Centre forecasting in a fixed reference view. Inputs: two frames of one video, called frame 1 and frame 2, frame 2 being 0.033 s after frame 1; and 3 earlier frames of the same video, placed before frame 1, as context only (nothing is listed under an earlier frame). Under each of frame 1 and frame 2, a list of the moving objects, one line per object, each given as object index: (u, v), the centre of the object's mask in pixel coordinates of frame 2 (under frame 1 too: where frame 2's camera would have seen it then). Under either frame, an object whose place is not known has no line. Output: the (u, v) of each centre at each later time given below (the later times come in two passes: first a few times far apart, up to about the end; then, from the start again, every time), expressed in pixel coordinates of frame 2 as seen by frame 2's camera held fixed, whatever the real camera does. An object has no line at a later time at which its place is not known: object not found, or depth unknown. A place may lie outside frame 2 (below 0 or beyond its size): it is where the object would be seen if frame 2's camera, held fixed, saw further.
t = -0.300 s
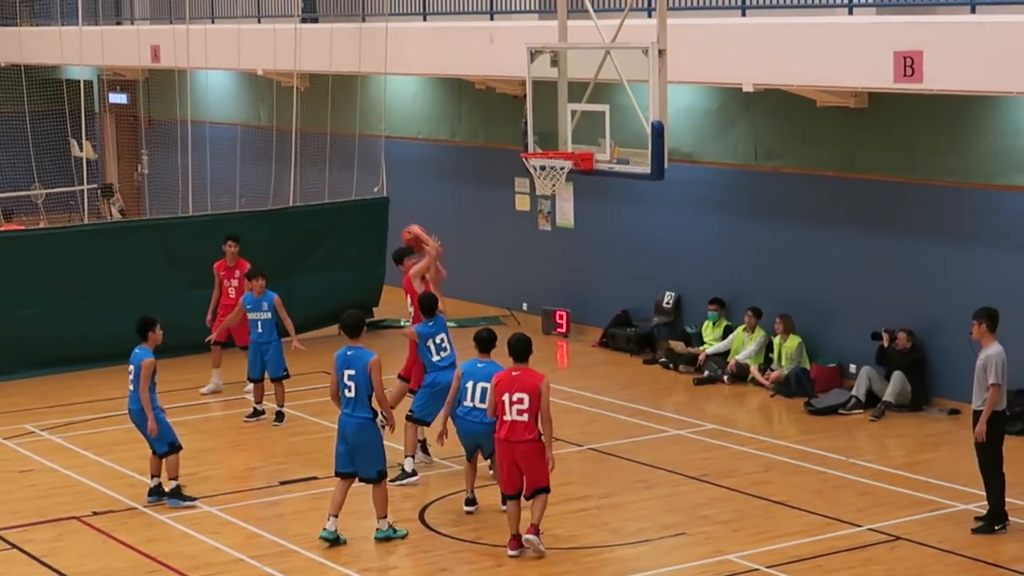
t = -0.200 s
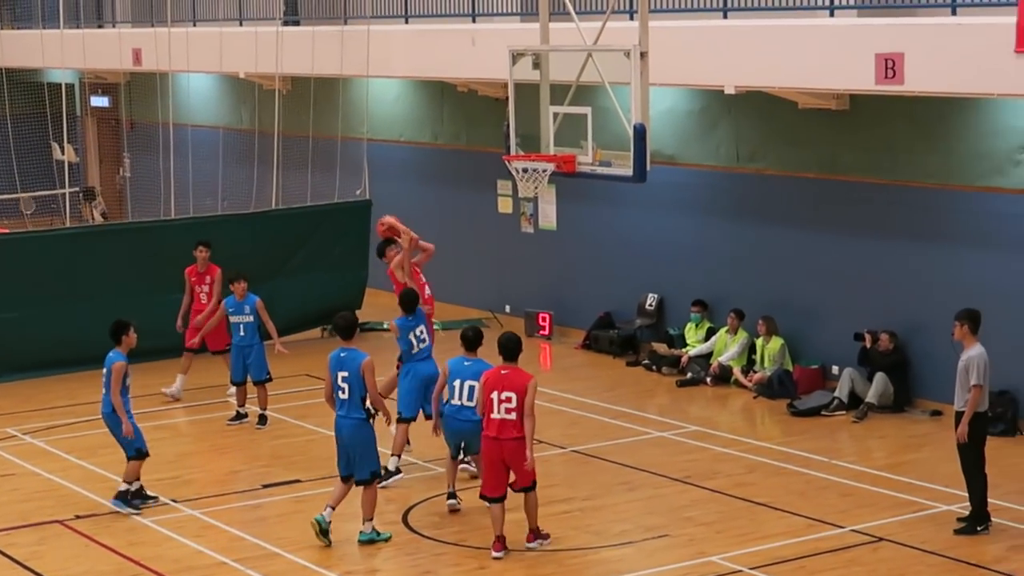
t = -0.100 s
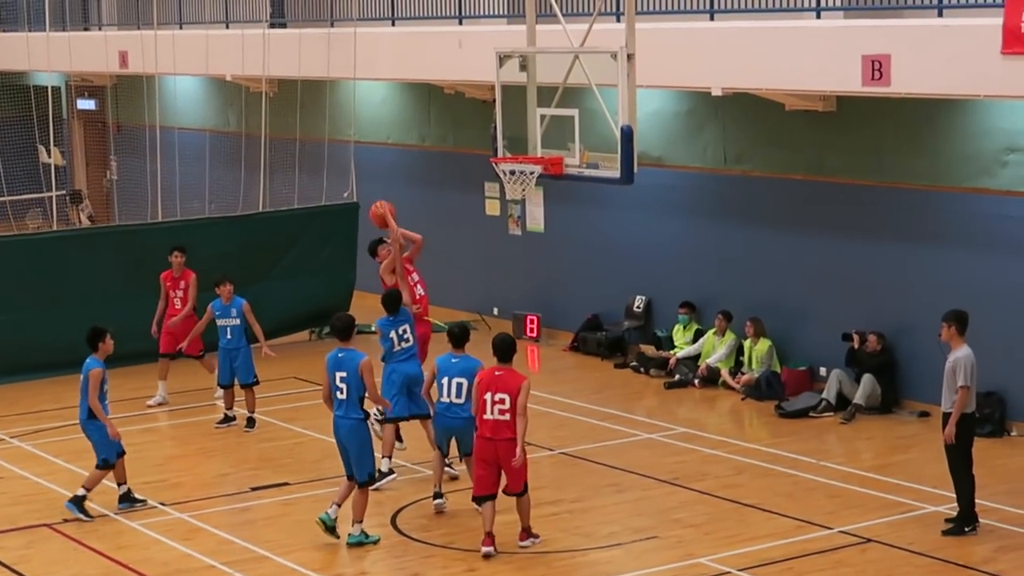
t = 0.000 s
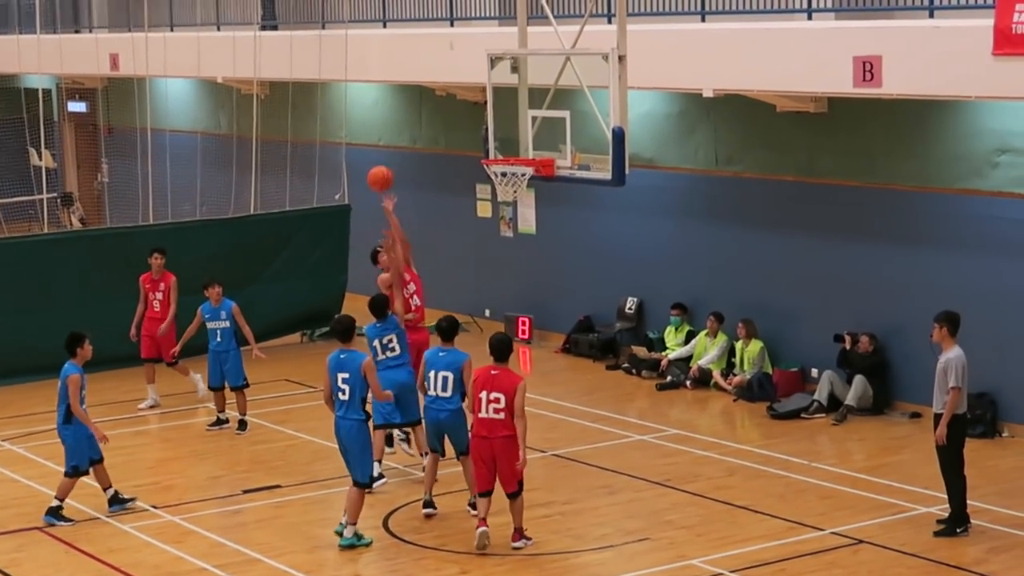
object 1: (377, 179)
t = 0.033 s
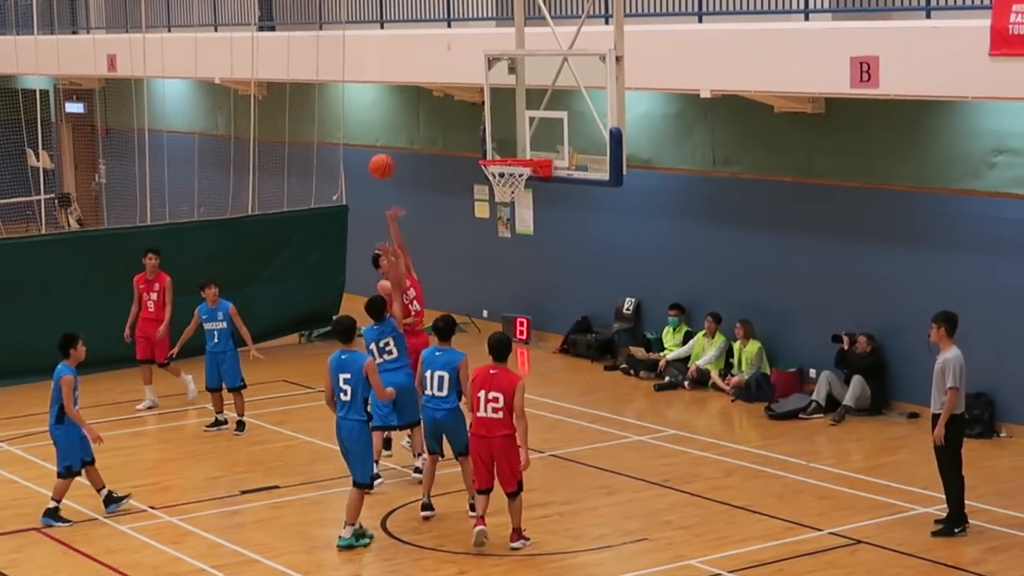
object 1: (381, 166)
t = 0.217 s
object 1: (404, 114)
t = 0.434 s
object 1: (432, 98)
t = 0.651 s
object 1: (467, 133)
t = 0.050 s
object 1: (383, 160)
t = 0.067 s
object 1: (385, 154)
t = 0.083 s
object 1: (387, 148)
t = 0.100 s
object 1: (389, 143)
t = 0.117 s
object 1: (391, 138)
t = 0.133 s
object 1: (393, 134)
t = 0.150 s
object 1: (395, 129)
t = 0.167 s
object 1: (397, 125)
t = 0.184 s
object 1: (400, 121)
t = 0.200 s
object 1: (401, 117)
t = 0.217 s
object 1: (404, 114)
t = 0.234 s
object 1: (405, 111)
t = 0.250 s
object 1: (407, 108)
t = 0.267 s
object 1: (410, 106)
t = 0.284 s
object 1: (412, 104)
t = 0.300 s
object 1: (414, 102)
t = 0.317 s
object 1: (416, 100)
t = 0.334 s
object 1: (419, 99)
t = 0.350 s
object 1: (421, 99)
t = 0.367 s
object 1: (423, 98)
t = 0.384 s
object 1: (426, 97)
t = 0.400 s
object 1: (428, 98)
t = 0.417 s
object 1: (430, 97)
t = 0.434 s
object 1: (432, 98)
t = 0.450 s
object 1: (436, 99)
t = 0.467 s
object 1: (438, 100)
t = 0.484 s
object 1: (440, 101)
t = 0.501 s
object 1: (443, 103)
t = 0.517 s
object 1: (445, 105)
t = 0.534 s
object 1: (448, 107)
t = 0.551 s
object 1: (450, 110)
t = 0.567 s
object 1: (453, 113)
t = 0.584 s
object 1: (456, 116)
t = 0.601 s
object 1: (459, 120)
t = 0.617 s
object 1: (461, 124)
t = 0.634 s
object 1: (464, 128)
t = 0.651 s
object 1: (467, 133)
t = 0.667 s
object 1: (470, 137)
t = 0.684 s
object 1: (472, 143)
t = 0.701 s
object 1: (475, 148)
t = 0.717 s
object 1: (477, 153)
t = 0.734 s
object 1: (478, 159)
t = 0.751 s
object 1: (479, 167)
